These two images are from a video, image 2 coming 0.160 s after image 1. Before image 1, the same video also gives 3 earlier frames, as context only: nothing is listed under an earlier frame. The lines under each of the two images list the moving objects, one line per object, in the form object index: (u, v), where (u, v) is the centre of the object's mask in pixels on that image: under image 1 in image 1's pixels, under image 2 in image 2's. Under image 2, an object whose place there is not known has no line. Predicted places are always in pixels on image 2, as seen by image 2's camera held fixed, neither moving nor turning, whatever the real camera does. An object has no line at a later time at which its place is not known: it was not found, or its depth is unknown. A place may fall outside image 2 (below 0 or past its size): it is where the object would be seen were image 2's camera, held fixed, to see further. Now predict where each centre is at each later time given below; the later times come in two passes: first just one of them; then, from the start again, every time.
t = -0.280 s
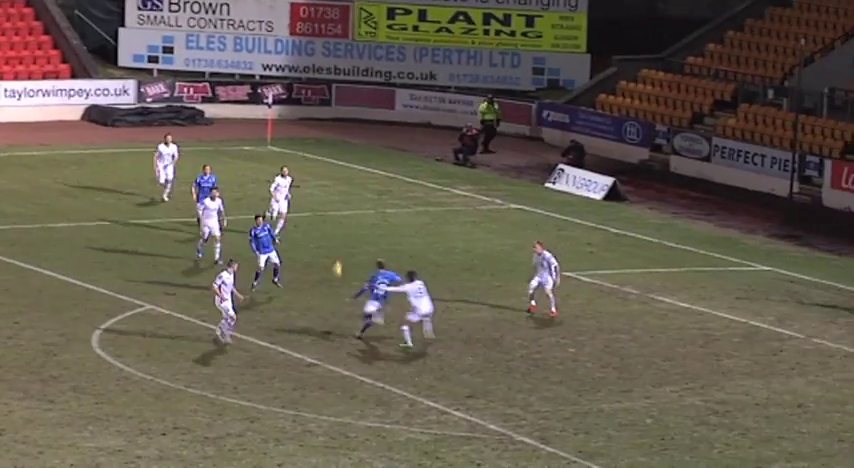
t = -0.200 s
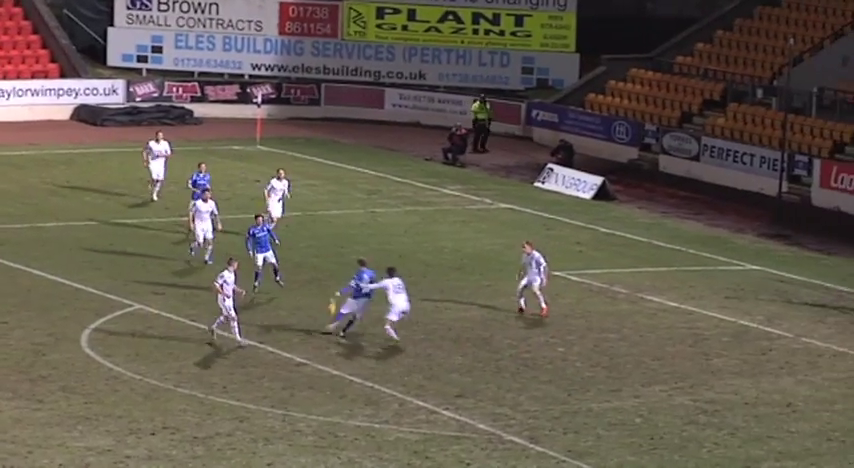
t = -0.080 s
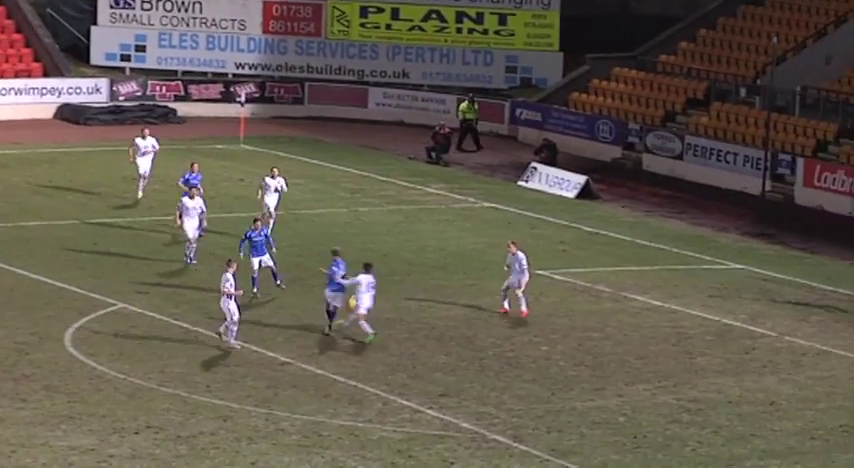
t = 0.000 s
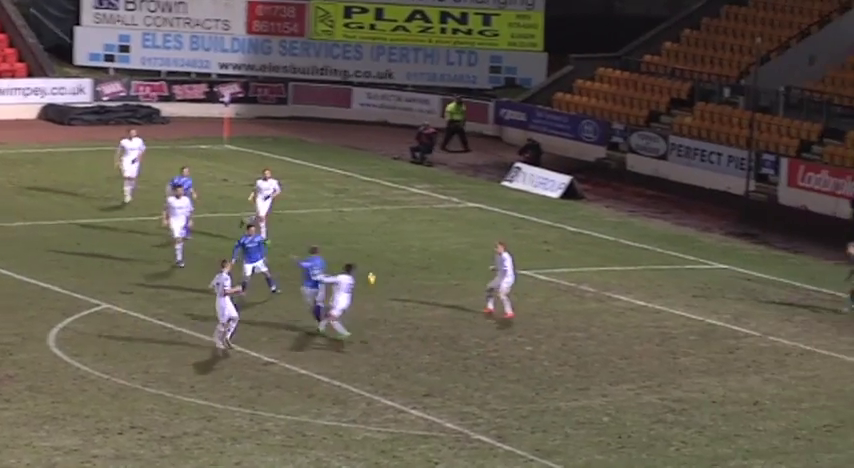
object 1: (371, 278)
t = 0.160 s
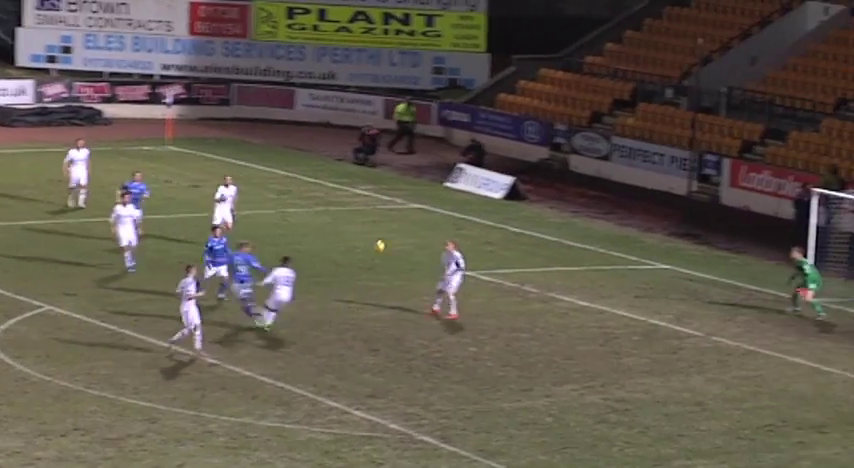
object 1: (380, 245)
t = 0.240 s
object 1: (410, 235)
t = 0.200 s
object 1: (395, 240)
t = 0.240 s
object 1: (410, 235)
